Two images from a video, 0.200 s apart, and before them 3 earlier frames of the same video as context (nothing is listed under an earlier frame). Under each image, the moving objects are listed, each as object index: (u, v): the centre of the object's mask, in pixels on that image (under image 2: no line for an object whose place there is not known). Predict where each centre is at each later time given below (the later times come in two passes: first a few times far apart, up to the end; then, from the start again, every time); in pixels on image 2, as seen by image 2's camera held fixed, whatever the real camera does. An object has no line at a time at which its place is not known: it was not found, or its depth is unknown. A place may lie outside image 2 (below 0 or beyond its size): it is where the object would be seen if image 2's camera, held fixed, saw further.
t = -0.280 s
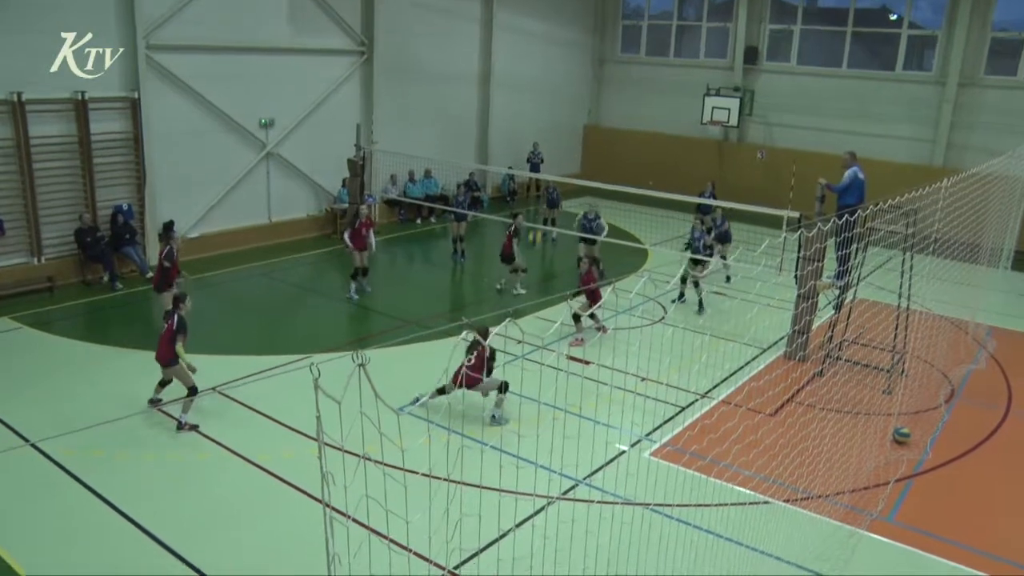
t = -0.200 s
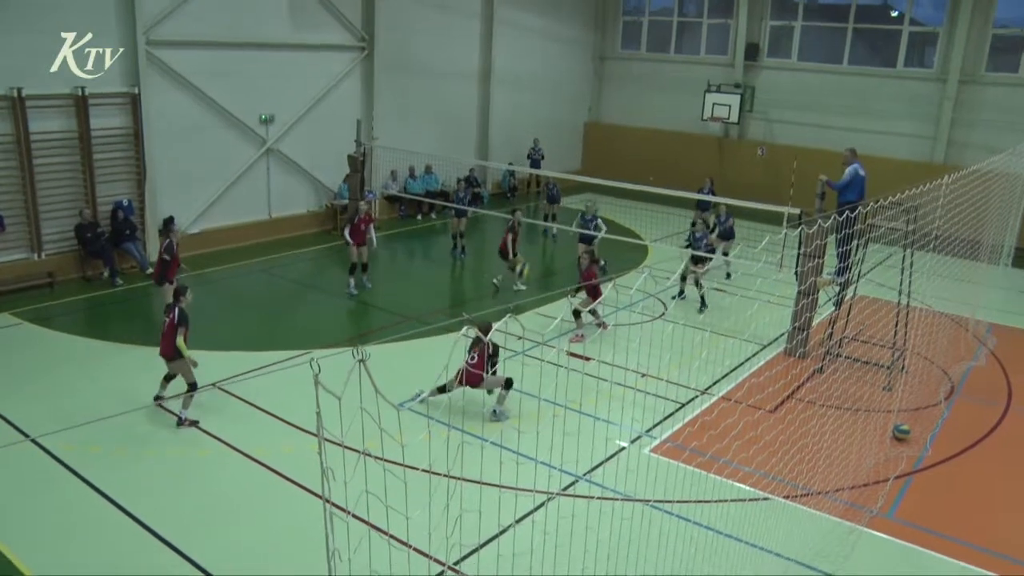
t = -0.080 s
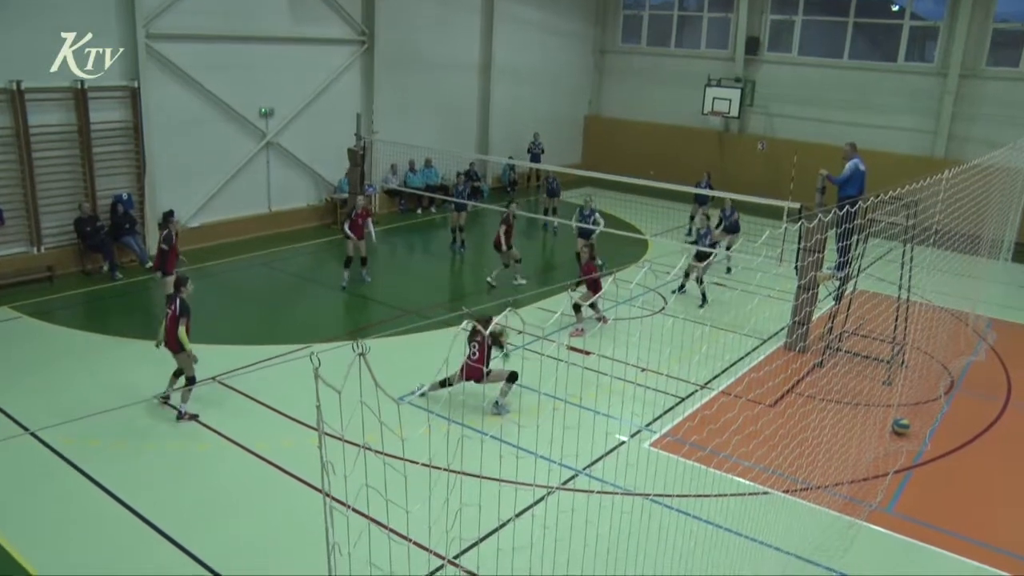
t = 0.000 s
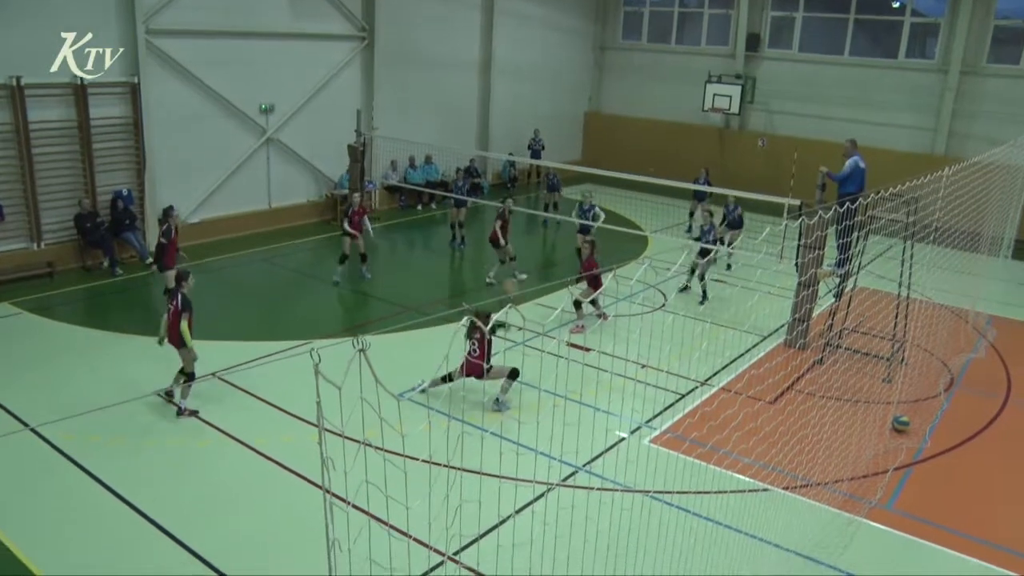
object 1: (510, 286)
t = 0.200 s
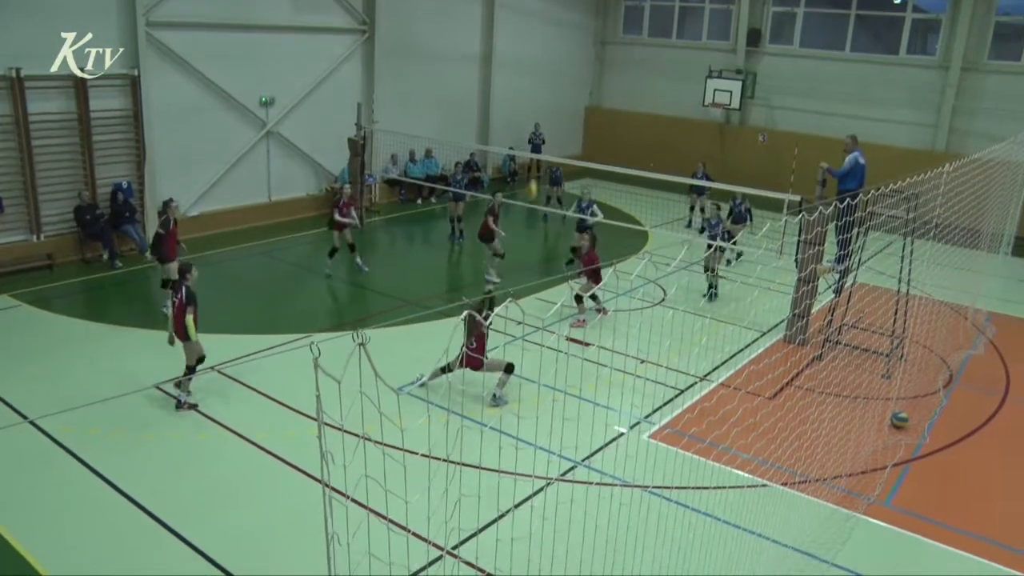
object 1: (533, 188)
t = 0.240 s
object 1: (536, 175)
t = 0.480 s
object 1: (558, 121)
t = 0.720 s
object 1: (573, 110)
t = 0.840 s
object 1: (581, 119)
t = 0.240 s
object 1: (536, 175)
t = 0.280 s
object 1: (541, 162)
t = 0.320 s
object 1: (545, 150)
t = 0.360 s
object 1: (548, 141)
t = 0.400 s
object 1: (552, 133)
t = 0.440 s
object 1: (555, 126)
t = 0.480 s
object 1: (558, 121)
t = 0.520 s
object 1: (561, 116)
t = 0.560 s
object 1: (564, 113)
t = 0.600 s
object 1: (567, 110)
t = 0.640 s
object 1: (568, 109)
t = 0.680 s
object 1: (570, 109)
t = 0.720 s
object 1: (573, 110)
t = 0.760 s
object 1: (575, 112)
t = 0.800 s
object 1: (579, 115)
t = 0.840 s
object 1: (581, 119)
